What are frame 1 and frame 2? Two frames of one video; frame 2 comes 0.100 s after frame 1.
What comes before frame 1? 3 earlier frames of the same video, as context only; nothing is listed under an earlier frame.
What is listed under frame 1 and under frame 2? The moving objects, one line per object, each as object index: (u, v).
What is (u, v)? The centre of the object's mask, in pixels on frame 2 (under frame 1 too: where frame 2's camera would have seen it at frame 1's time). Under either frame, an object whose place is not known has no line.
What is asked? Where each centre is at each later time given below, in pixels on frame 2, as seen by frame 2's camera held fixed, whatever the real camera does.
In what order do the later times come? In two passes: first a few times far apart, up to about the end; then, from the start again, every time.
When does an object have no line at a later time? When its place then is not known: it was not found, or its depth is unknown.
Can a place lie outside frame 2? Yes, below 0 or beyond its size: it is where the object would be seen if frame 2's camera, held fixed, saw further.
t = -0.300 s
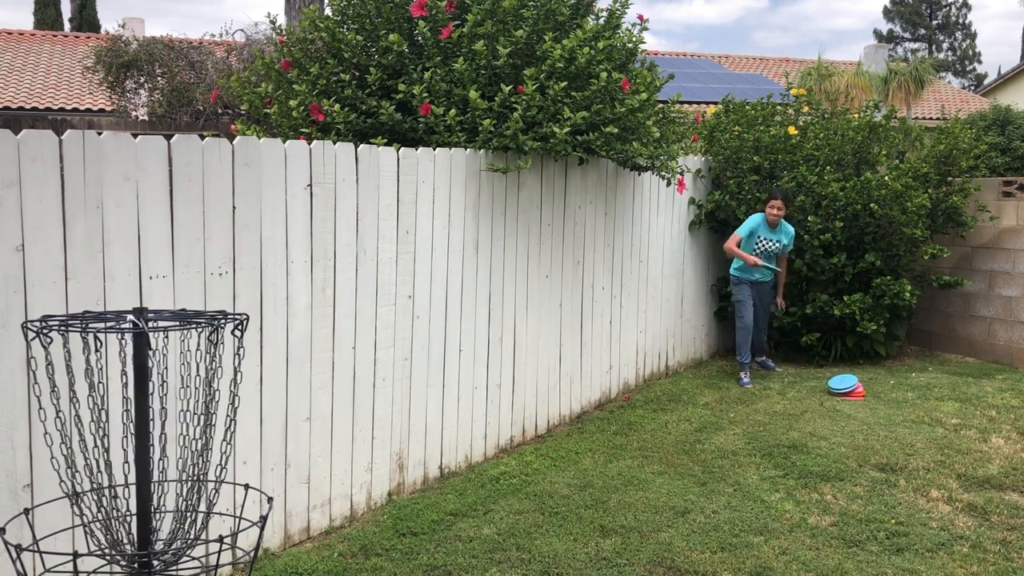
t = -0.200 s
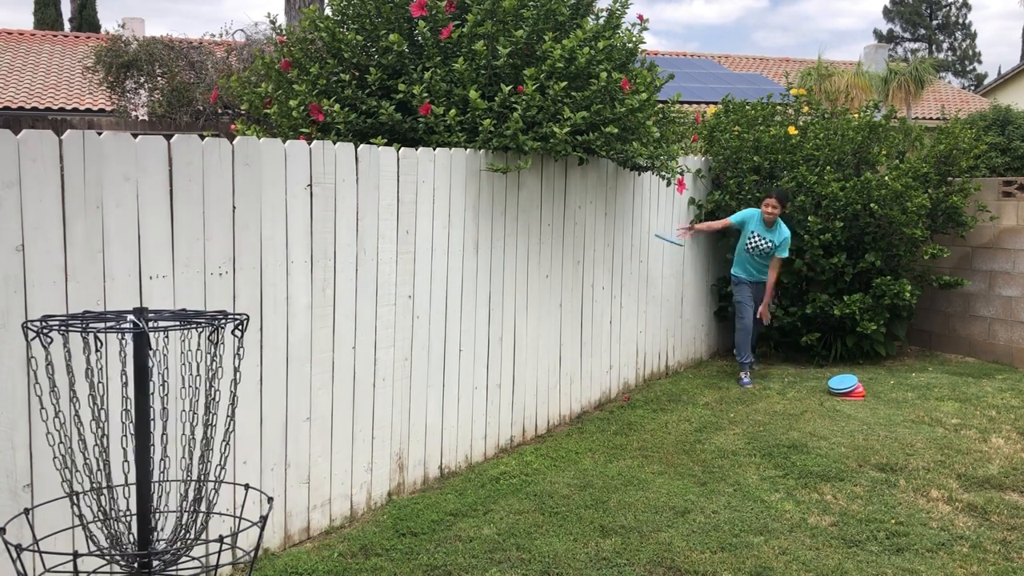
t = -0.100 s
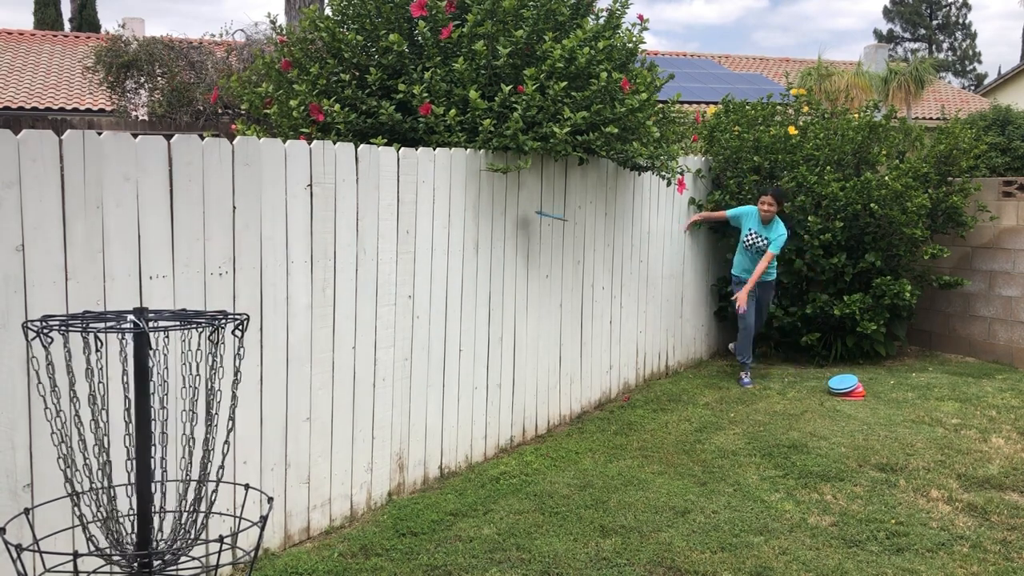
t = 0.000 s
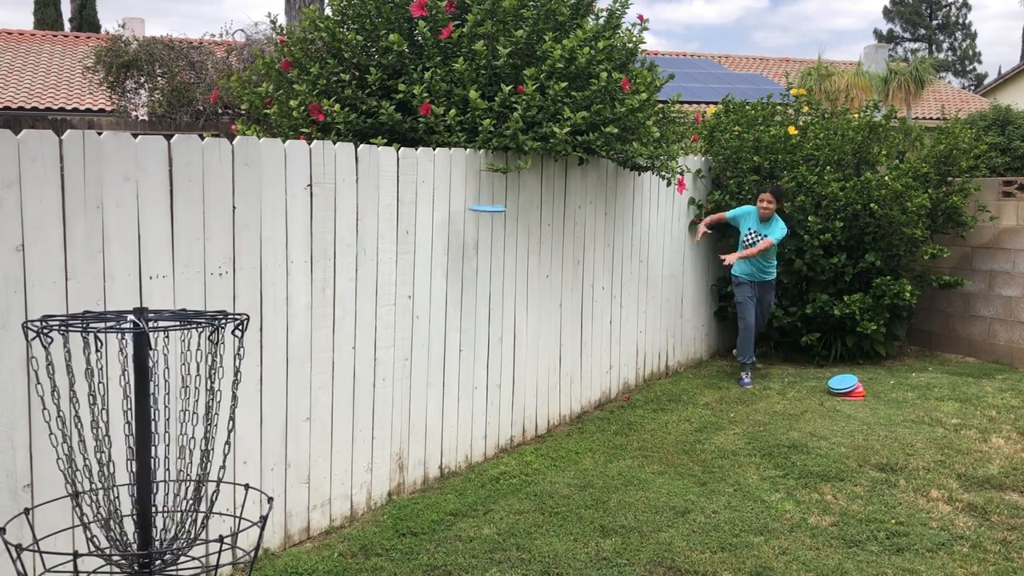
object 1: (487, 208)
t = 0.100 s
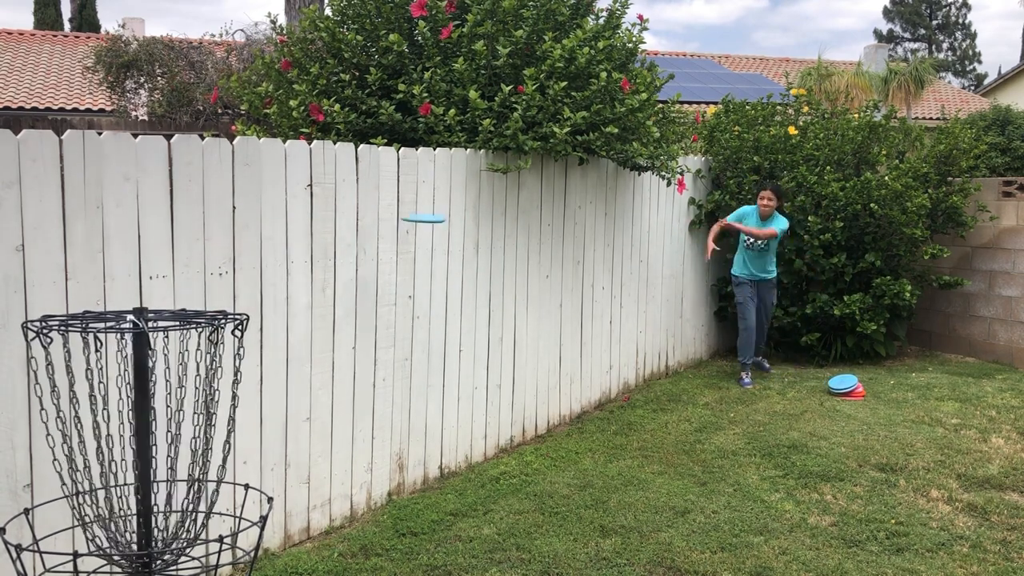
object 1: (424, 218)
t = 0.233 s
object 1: (302, 265)
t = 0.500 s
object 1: (95, 462)
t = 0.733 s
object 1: (105, 513)
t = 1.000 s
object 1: (137, 506)
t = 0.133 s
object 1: (397, 225)
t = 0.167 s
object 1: (369, 236)
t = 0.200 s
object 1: (337, 249)
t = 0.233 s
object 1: (302, 265)
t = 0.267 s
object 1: (262, 286)
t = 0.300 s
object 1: (220, 307)
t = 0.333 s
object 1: (175, 344)
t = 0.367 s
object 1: (115, 371)
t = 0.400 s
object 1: (107, 398)
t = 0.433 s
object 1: (105, 422)
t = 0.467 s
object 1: (101, 447)
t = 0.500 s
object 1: (95, 462)
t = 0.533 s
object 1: (90, 466)
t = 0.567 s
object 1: (87, 474)
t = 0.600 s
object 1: (84, 483)
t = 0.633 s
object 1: (83, 490)
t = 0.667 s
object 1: (88, 496)
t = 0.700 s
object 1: (97, 505)
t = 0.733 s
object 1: (105, 513)
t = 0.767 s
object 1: (108, 517)
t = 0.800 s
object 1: (110, 516)
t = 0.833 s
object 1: (115, 512)
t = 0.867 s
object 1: (118, 508)
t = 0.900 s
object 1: (128, 506)
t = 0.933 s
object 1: (131, 503)
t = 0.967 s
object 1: (136, 506)
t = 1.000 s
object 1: (137, 506)
